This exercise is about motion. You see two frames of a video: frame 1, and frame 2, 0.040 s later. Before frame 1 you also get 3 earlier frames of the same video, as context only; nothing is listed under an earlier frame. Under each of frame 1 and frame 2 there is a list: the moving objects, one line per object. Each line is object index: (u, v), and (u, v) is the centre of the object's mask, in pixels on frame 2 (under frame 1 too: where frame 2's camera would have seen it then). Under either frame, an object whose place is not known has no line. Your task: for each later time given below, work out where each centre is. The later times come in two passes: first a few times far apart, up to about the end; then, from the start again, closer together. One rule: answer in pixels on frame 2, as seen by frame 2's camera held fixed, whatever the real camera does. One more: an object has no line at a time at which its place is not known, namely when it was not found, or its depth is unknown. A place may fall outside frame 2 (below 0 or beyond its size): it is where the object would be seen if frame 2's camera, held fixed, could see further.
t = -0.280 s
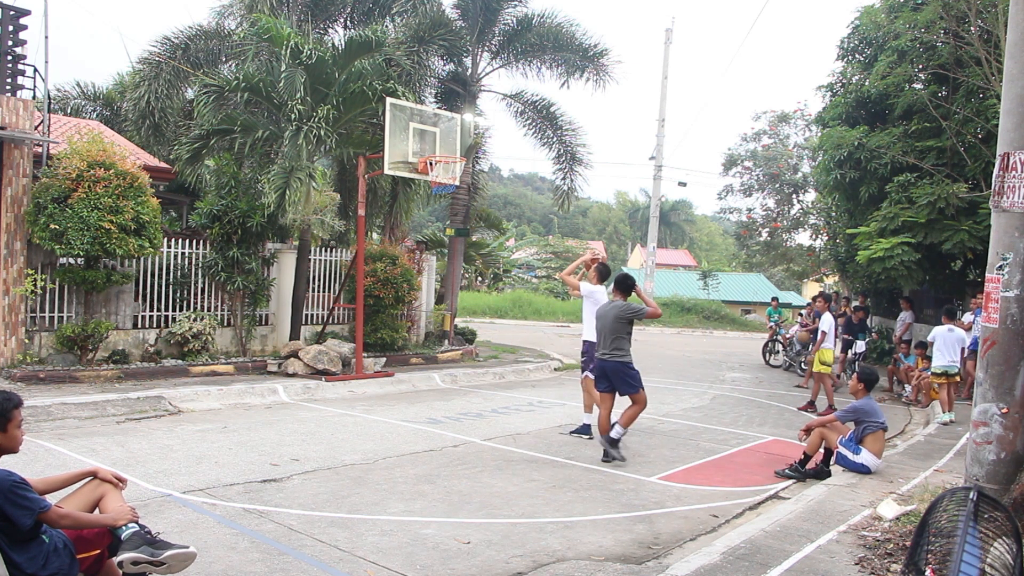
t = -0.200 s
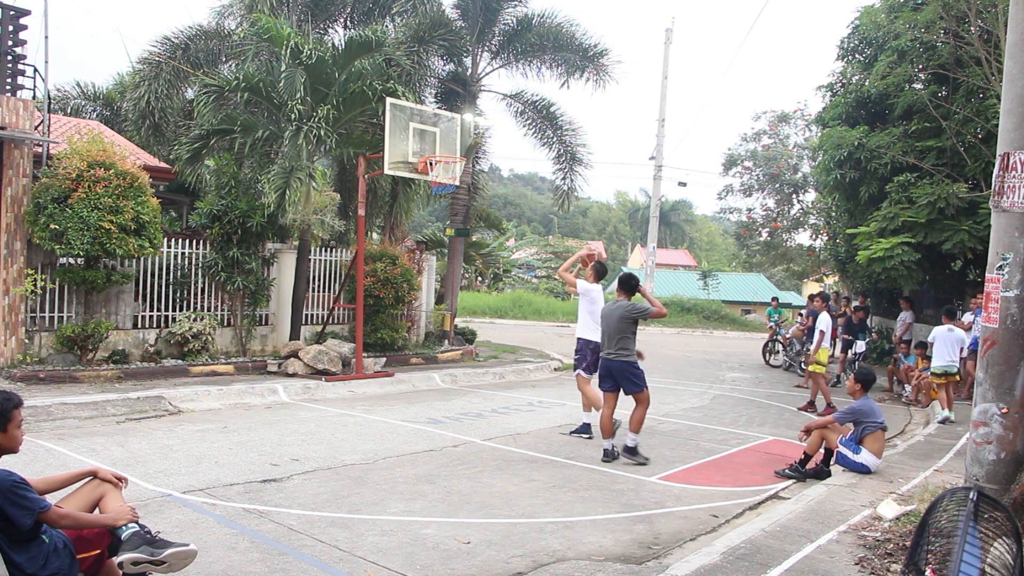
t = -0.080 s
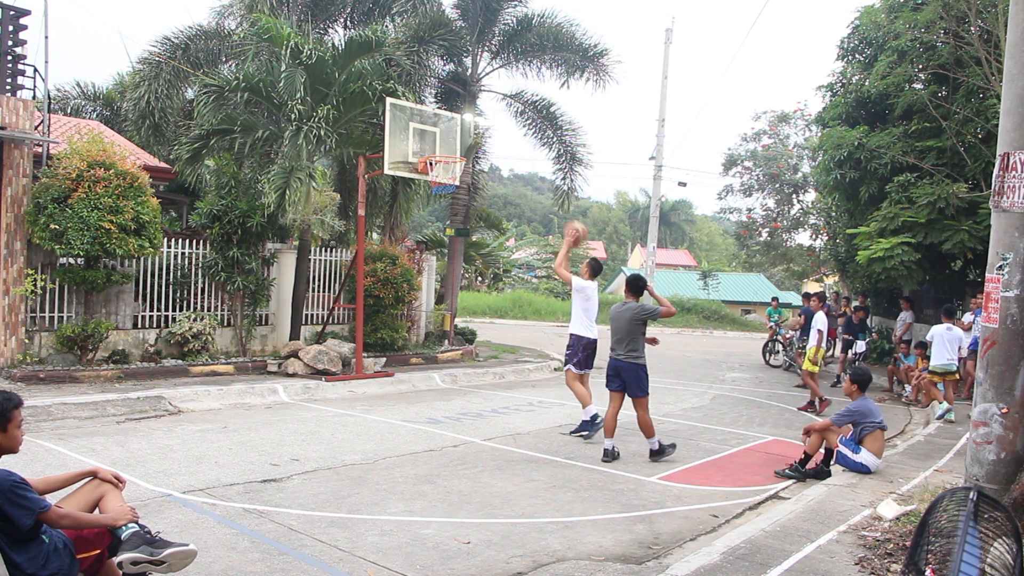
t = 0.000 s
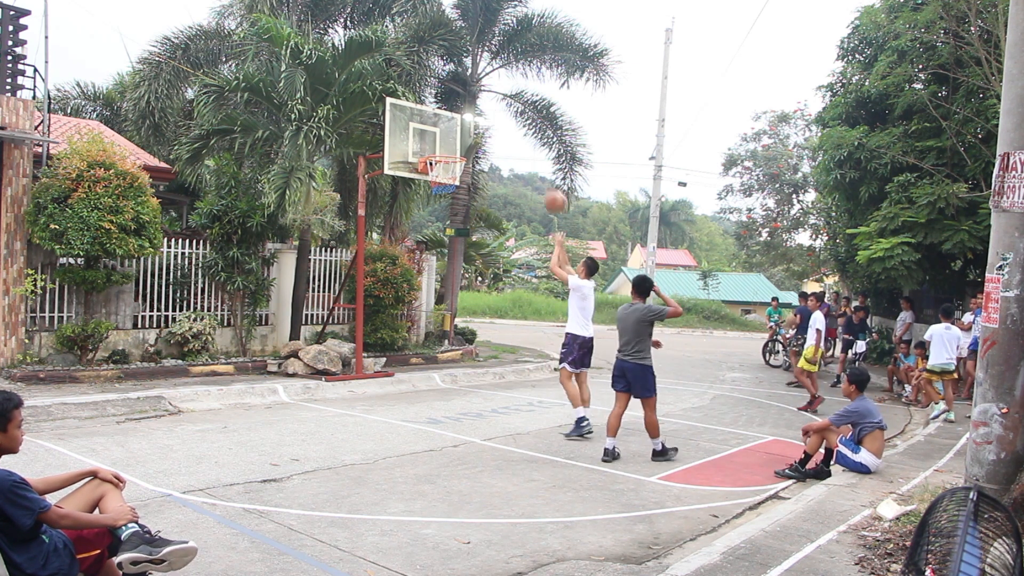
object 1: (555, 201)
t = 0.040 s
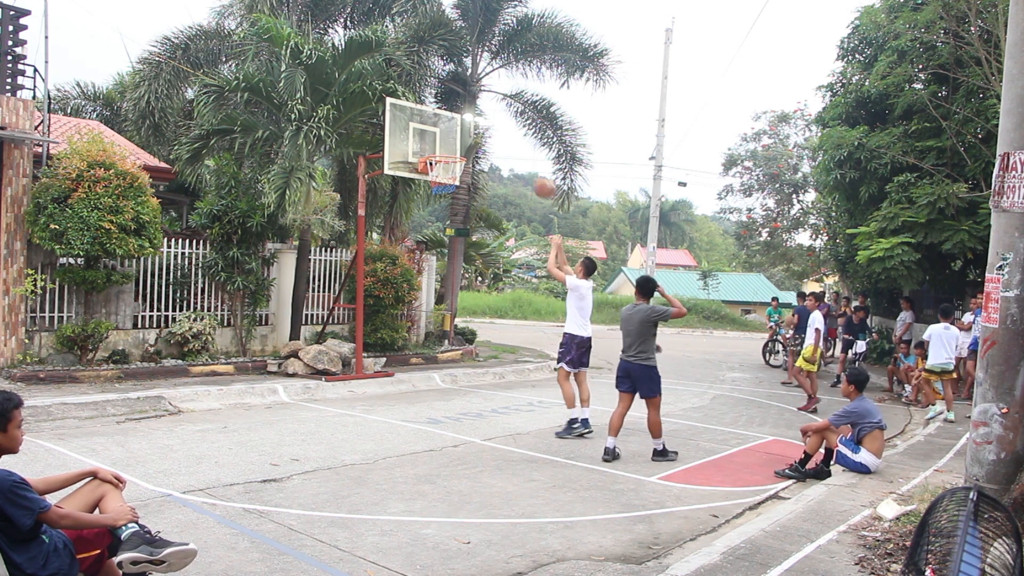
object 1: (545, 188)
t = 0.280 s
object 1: (486, 138)
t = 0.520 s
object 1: (434, 142)
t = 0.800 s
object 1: (434, 178)
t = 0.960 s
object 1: (421, 180)
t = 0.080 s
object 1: (535, 177)
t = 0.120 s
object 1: (525, 165)
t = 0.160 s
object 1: (514, 156)
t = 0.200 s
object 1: (505, 149)
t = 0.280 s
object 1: (486, 138)
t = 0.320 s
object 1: (477, 136)
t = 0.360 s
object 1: (469, 135)
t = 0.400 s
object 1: (460, 135)
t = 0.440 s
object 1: (452, 136)
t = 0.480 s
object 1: (443, 138)
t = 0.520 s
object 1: (434, 142)
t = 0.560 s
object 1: (435, 145)
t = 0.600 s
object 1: (442, 147)
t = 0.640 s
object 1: (449, 150)
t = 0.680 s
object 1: (455, 159)
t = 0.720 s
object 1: (449, 166)
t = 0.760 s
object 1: (441, 170)
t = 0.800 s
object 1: (434, 178)
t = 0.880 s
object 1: (424, 177)
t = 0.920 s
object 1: (422, 177)
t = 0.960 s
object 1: (421, 180)
